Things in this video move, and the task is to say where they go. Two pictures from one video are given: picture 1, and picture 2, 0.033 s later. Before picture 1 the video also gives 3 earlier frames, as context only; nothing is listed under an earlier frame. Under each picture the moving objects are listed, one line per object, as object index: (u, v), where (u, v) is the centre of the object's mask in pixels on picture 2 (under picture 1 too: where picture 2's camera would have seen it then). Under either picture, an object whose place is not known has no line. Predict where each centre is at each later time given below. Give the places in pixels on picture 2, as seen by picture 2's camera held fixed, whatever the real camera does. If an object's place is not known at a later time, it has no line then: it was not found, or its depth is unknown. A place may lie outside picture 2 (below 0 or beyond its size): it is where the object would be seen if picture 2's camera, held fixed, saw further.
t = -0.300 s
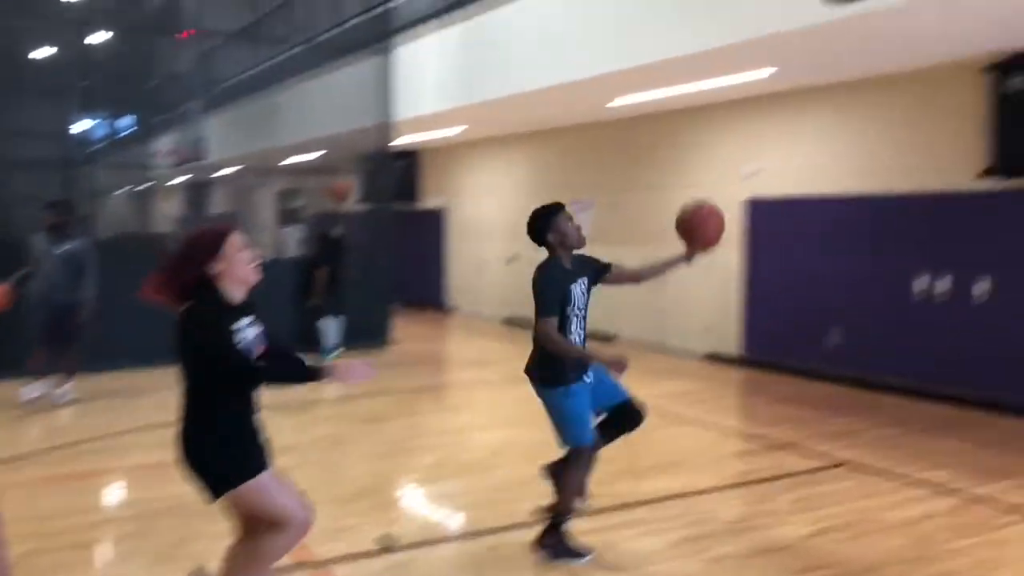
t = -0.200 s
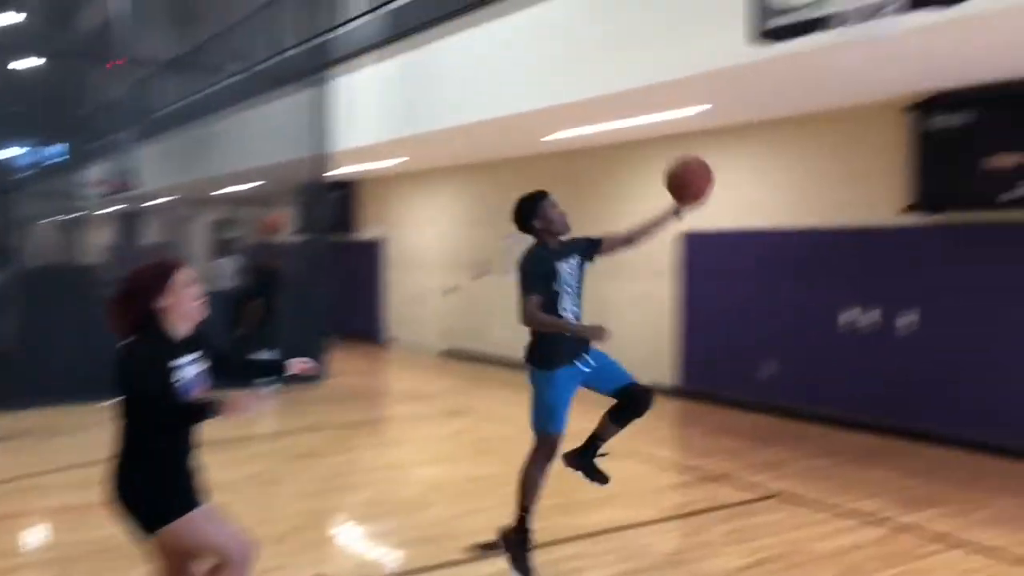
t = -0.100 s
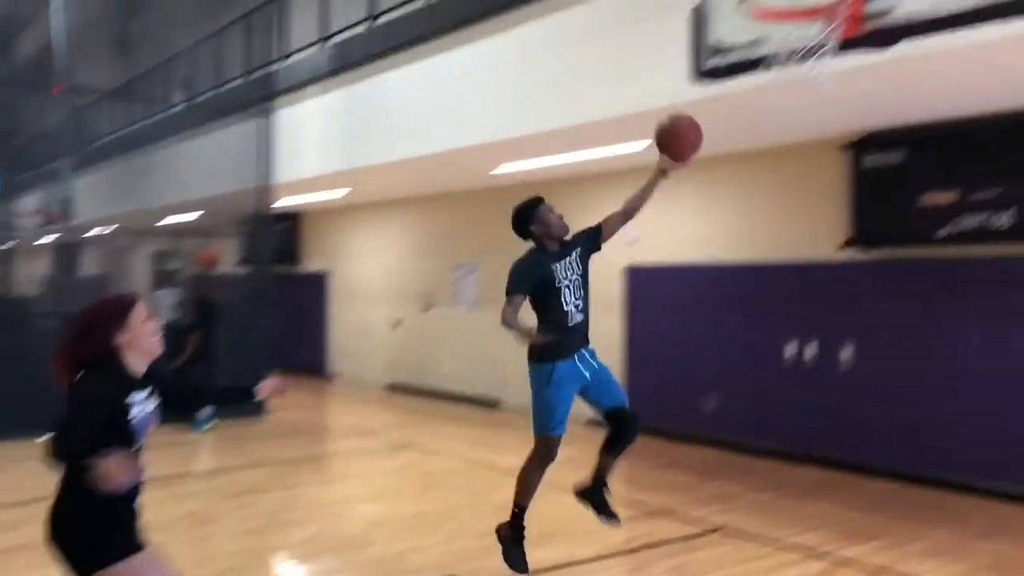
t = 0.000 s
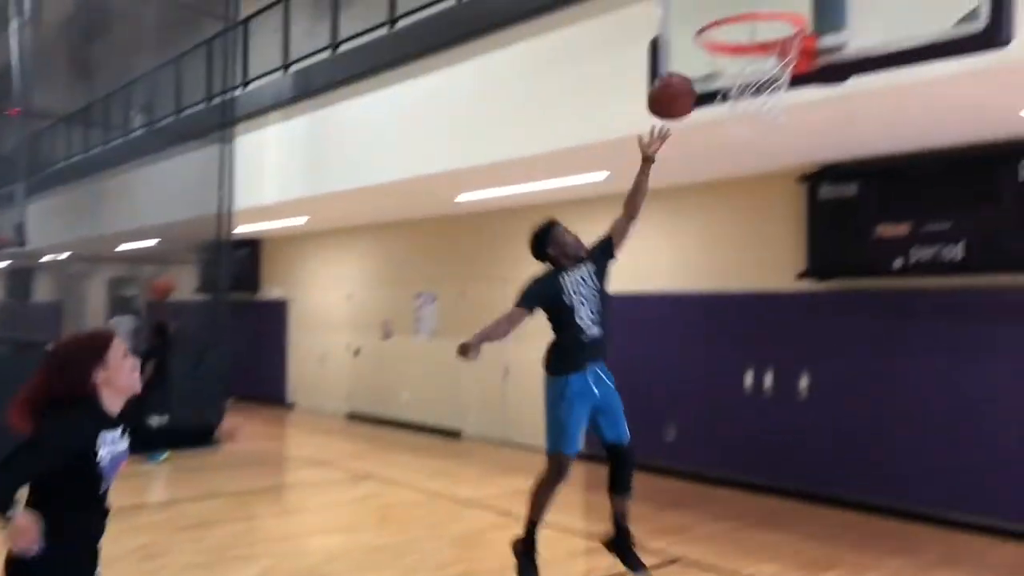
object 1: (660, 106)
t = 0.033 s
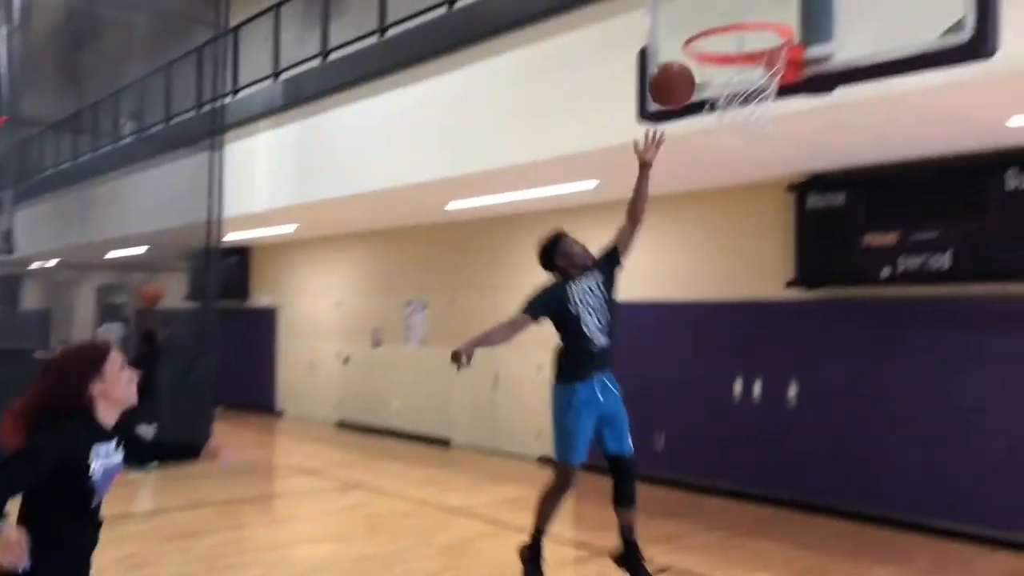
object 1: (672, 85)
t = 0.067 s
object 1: (681, 68)
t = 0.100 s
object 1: (690, 45)
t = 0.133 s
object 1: (707, 28)
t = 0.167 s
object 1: (716, 13)
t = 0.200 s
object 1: (726, 5)
